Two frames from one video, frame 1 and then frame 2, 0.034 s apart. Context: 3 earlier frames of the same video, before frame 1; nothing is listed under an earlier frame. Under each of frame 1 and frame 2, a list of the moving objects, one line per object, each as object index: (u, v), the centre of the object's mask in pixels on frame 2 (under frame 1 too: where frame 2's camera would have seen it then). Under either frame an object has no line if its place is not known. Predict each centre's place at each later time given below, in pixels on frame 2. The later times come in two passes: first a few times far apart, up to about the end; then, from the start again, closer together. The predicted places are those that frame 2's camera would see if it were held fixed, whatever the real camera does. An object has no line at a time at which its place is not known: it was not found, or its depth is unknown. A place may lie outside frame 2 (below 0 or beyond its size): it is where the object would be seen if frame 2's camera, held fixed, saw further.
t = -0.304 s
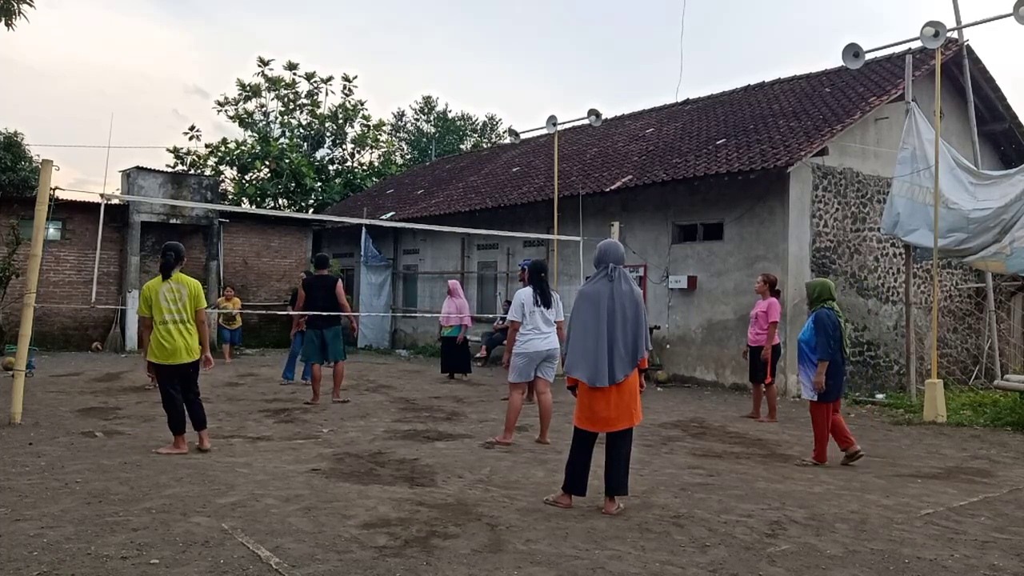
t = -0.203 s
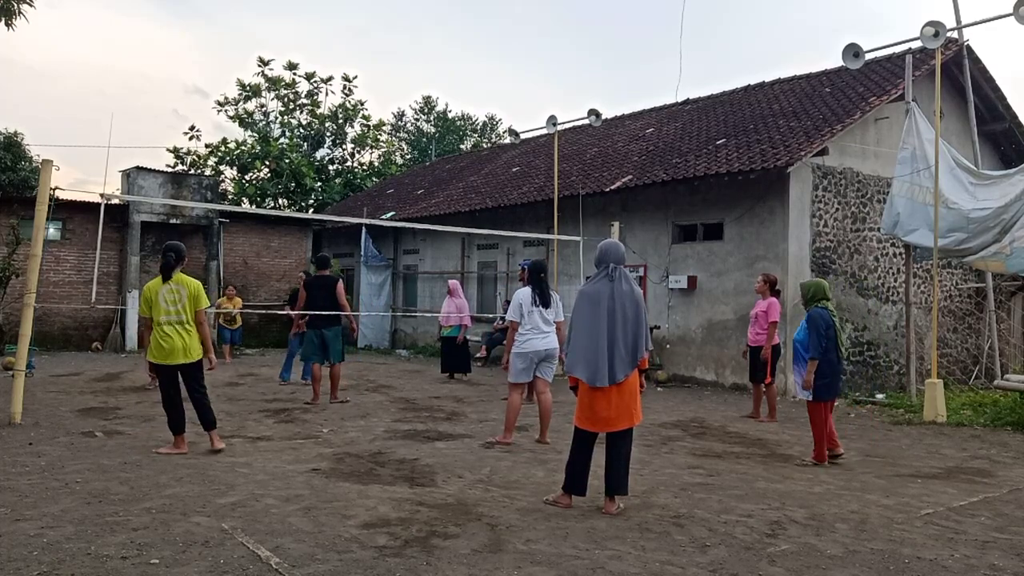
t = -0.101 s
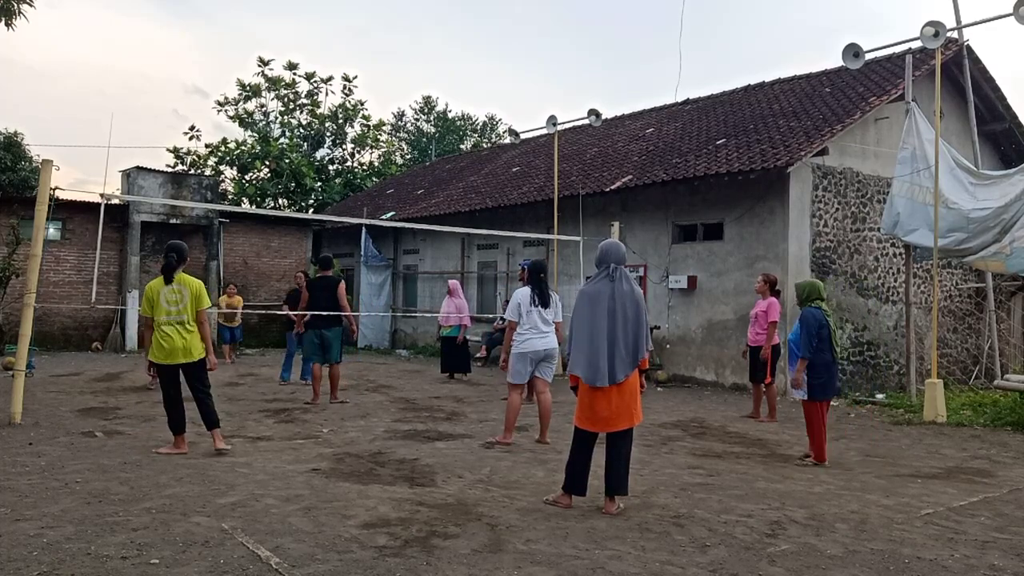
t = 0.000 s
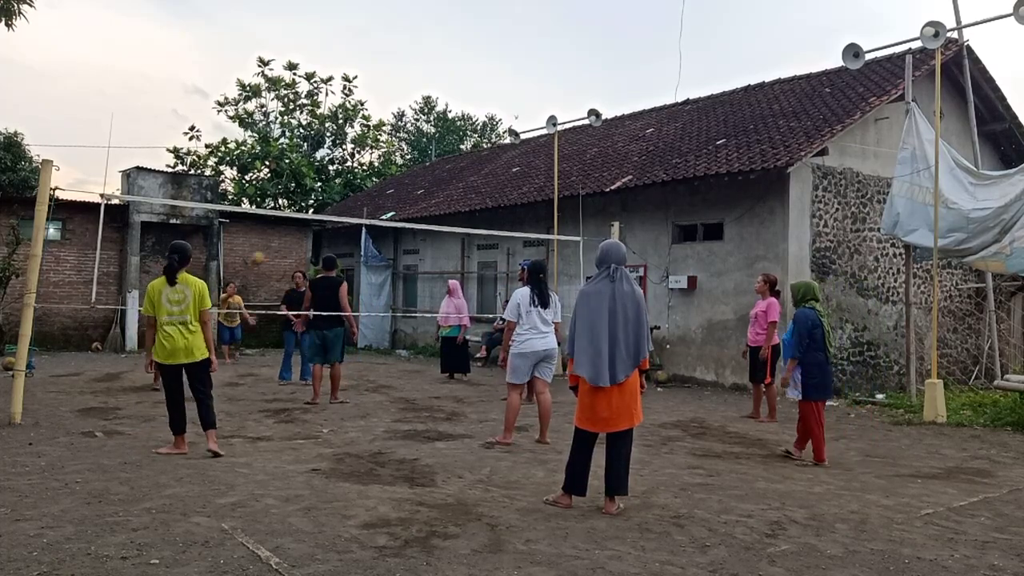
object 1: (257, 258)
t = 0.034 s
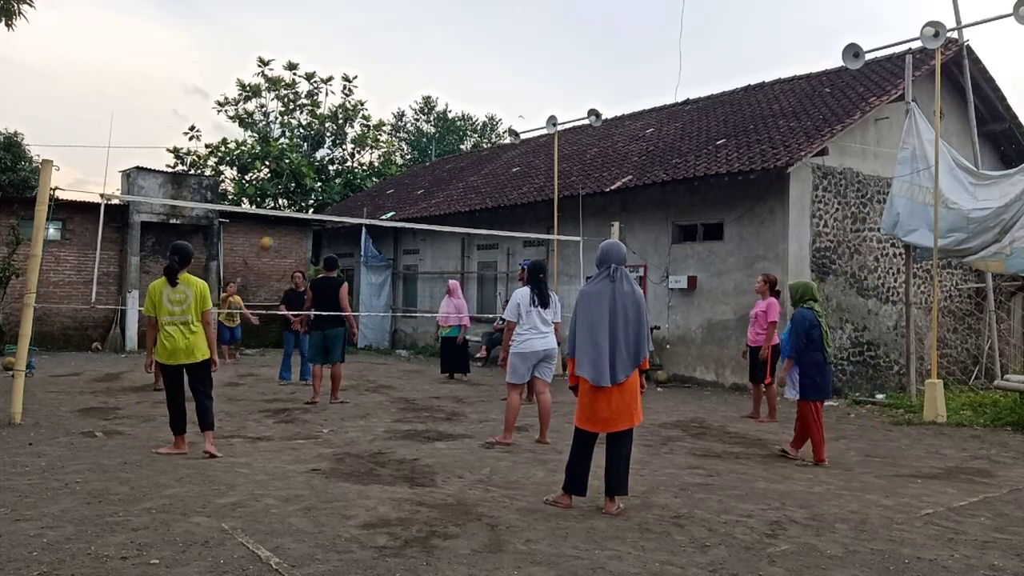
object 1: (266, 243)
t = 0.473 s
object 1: (393, 96)
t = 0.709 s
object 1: (480, 62)
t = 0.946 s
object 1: (575, 70)
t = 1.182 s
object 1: (680, 136)
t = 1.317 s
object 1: (742, 208)
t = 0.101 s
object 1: (283, 219)
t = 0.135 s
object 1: (292, 201)
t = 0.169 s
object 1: (300, 187)
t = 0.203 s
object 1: (310, 174)
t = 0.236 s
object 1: (319, 164)
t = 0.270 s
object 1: (328, 151)
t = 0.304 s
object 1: (339, 140)
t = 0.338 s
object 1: (350, 130)
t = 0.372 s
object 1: (361, 121)
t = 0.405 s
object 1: (370, 113)
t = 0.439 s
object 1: (382, 104)
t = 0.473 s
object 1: (393, 96)
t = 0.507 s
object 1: (405, 89)
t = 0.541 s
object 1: (416, 83)
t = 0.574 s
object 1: (429, 77)
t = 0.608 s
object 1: (441, 72)
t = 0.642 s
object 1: (454, 68)
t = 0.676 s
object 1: (467, 64)
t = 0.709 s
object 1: (480, 62)
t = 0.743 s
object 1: (493, 60)
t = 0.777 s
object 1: (506, 59)
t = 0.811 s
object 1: (519, 59)
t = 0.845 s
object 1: (533, 60)
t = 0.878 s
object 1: (547, 62)
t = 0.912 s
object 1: (561, 66)
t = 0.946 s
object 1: (575, 70)
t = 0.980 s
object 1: (589, 76)
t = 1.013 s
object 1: (604, 83)
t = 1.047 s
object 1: (618, 91)
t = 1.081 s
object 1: (633, 100)
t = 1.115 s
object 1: (650, 112)
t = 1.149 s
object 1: (664, 122)
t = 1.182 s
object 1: (680, 136)
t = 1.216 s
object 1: (695, 153)
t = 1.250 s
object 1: (711, 170)
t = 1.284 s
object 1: (726, 189)
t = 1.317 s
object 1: (742, 208)
